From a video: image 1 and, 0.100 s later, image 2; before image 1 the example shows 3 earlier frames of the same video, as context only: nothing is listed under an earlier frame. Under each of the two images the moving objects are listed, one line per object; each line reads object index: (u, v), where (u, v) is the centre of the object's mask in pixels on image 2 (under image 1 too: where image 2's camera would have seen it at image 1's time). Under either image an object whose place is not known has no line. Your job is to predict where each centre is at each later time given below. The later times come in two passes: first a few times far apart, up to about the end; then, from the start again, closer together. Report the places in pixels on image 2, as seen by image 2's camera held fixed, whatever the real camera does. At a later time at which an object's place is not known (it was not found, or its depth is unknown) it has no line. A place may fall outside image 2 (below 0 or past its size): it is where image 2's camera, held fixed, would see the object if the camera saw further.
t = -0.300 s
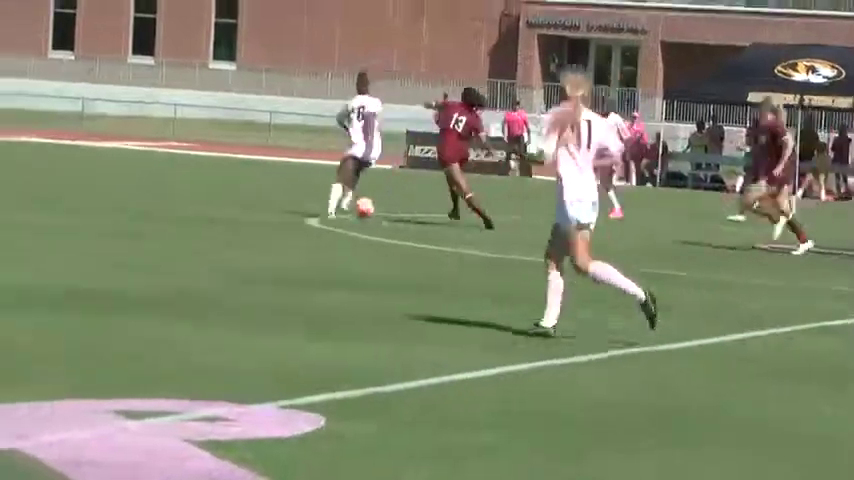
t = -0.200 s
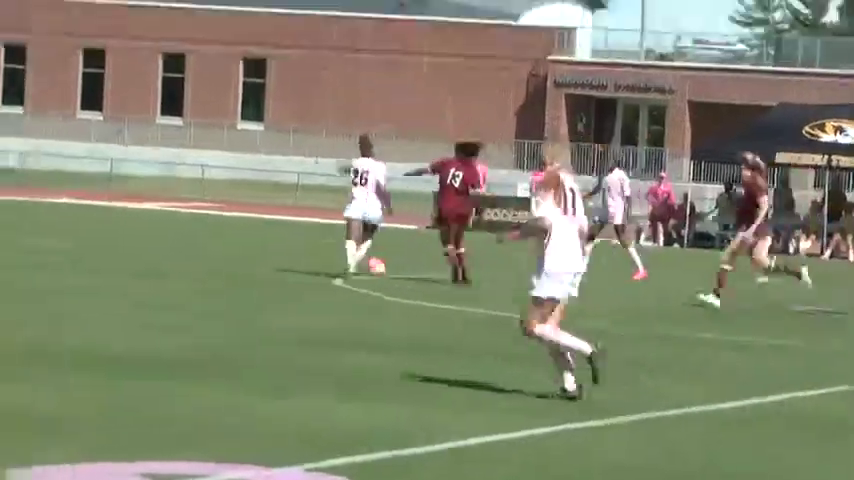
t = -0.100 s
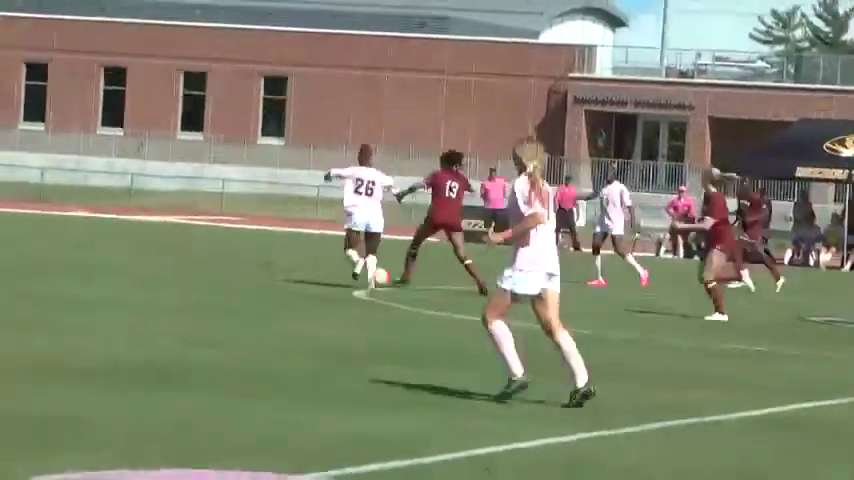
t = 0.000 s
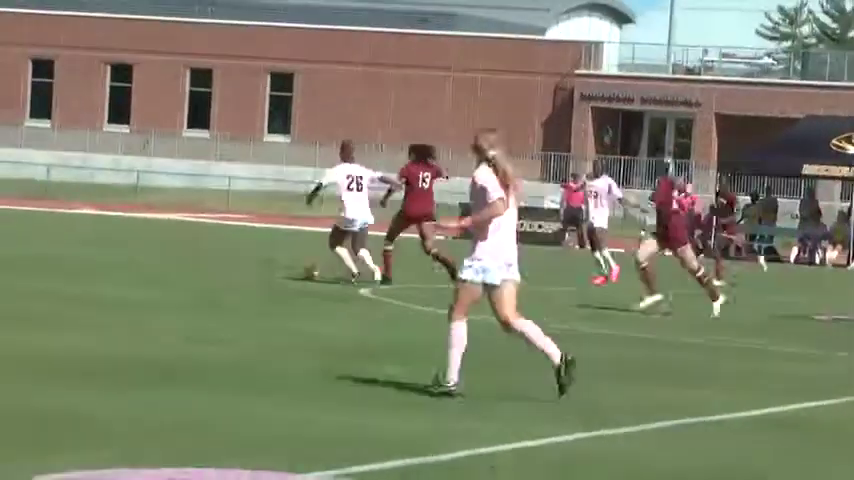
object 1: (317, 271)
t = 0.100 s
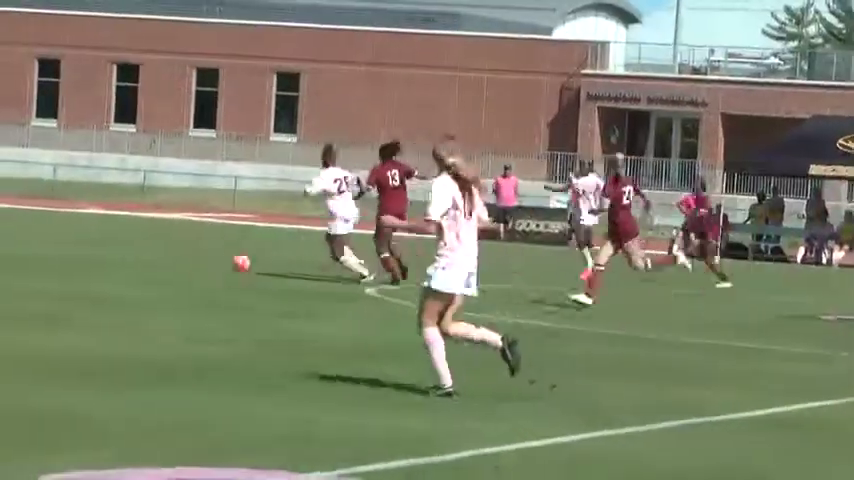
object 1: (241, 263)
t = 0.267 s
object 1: (124, 253)
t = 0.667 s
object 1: (-85, 242)
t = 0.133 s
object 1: (215, 261)
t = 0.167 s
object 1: (191, 259)
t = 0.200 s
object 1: (168, 259)
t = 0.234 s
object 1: (146, 255)
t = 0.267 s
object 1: (124, 253)
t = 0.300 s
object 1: (105, 251)
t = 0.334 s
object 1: (84, 250)
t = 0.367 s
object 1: (63, 249)
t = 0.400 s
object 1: (44, 248)
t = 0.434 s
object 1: (25, 246)
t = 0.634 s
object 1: (-73, 242)
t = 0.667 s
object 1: (-85, 242)
